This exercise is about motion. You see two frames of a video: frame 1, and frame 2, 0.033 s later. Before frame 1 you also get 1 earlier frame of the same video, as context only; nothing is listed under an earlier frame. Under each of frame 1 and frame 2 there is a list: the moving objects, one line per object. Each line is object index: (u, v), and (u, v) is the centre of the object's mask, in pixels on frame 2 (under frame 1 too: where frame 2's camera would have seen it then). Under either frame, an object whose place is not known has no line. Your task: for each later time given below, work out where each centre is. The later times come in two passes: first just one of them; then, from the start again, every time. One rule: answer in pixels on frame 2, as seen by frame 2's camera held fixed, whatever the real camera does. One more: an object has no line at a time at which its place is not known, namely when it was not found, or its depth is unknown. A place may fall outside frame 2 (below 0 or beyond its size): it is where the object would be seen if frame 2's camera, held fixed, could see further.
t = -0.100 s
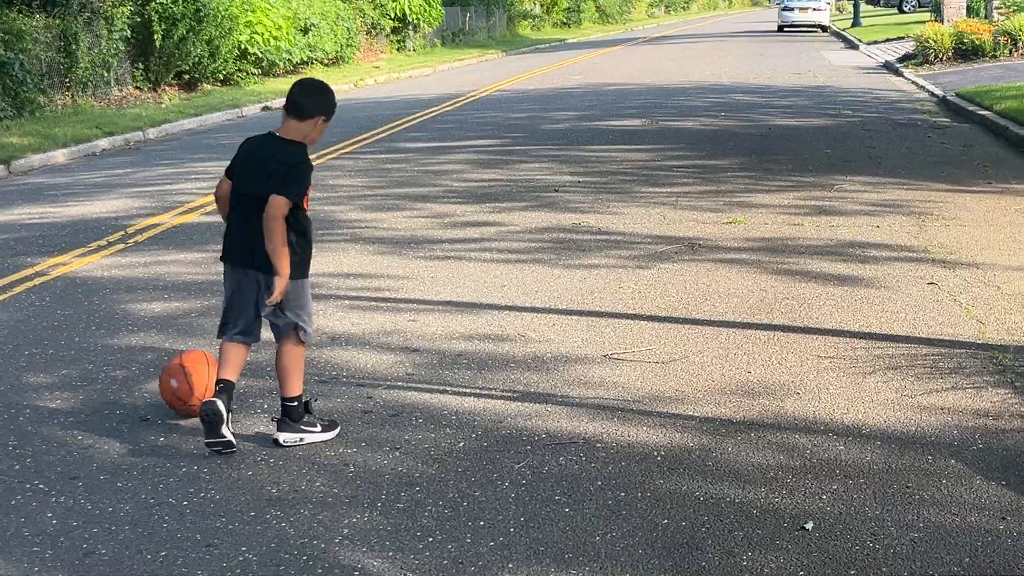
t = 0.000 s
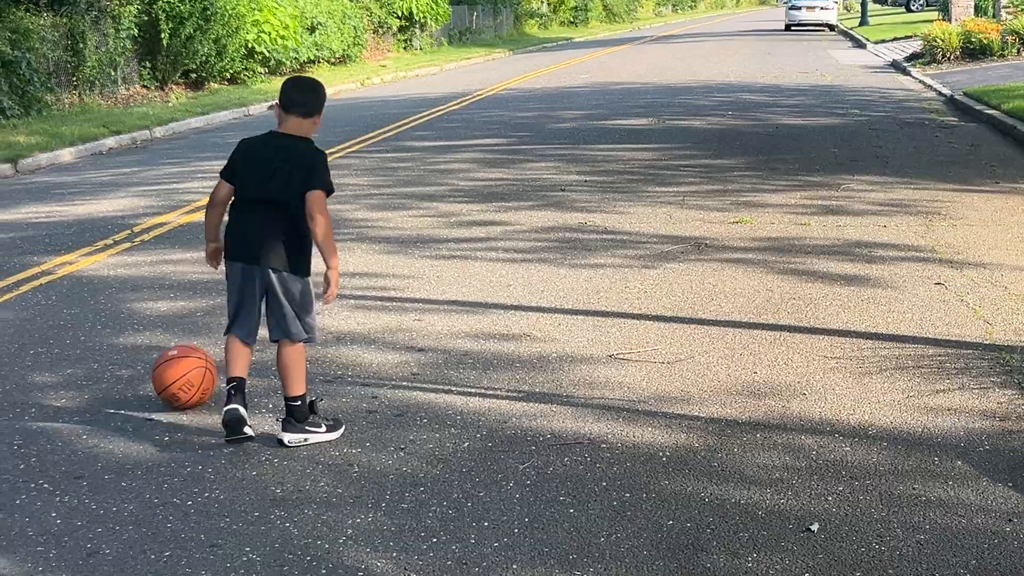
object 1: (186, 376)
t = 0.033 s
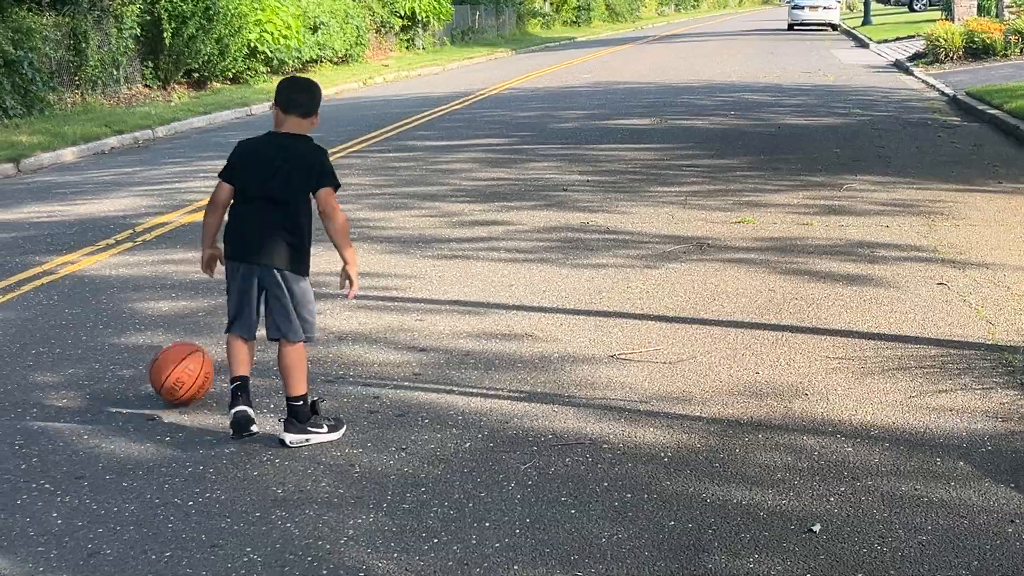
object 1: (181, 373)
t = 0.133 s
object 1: (169, 368)
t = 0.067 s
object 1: (177, 368)
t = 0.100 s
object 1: (173, 367)
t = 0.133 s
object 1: (169, 368)
